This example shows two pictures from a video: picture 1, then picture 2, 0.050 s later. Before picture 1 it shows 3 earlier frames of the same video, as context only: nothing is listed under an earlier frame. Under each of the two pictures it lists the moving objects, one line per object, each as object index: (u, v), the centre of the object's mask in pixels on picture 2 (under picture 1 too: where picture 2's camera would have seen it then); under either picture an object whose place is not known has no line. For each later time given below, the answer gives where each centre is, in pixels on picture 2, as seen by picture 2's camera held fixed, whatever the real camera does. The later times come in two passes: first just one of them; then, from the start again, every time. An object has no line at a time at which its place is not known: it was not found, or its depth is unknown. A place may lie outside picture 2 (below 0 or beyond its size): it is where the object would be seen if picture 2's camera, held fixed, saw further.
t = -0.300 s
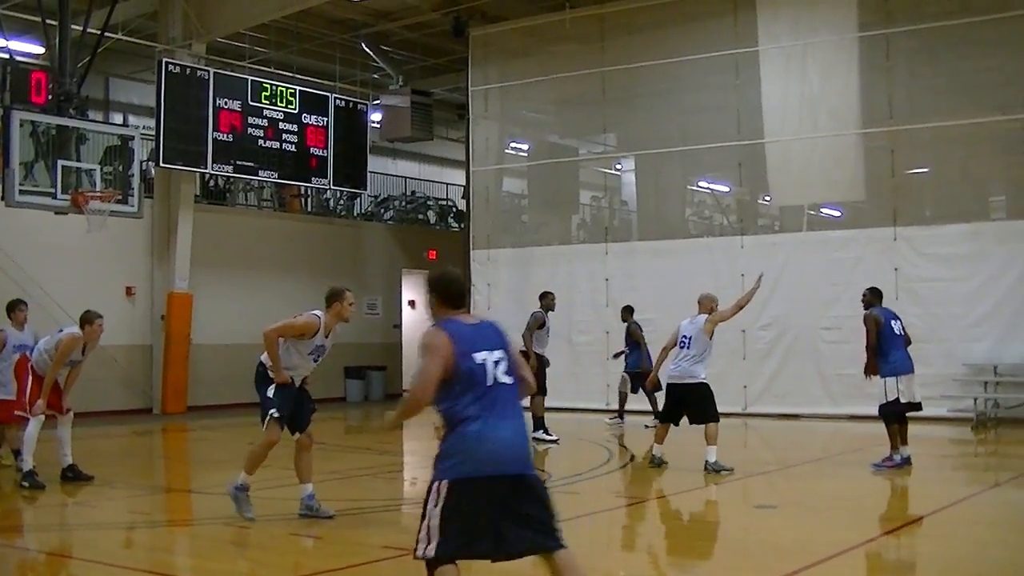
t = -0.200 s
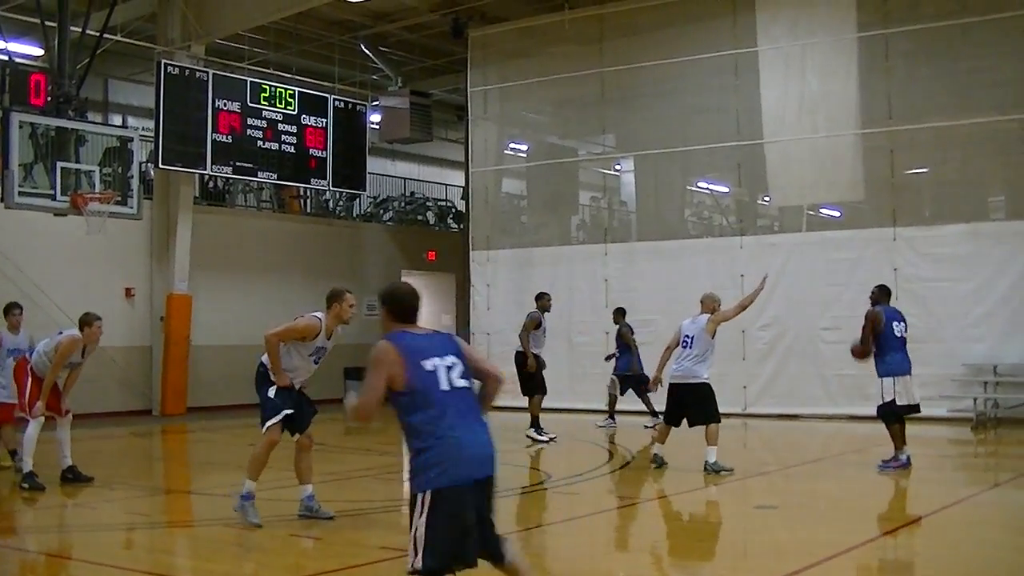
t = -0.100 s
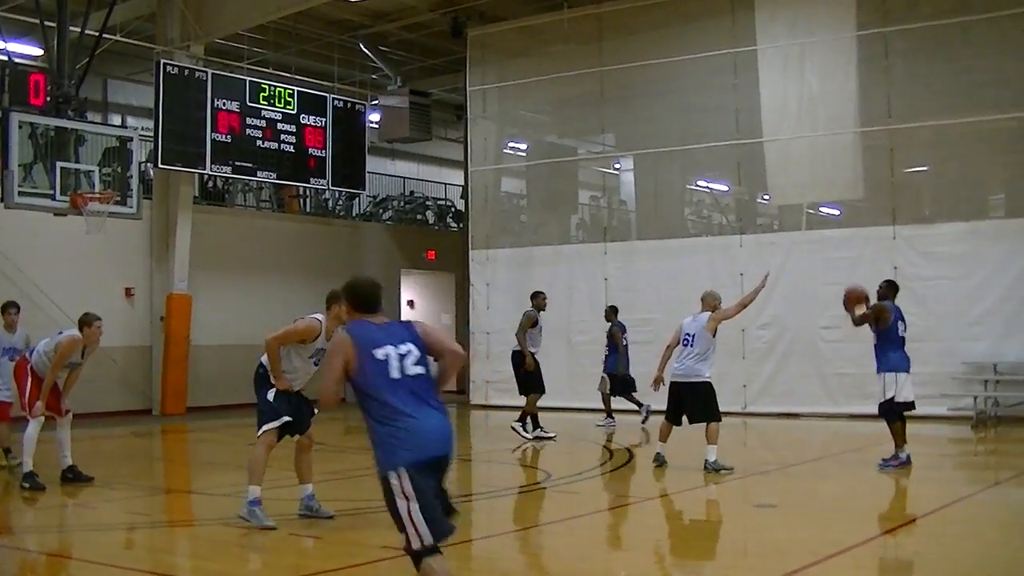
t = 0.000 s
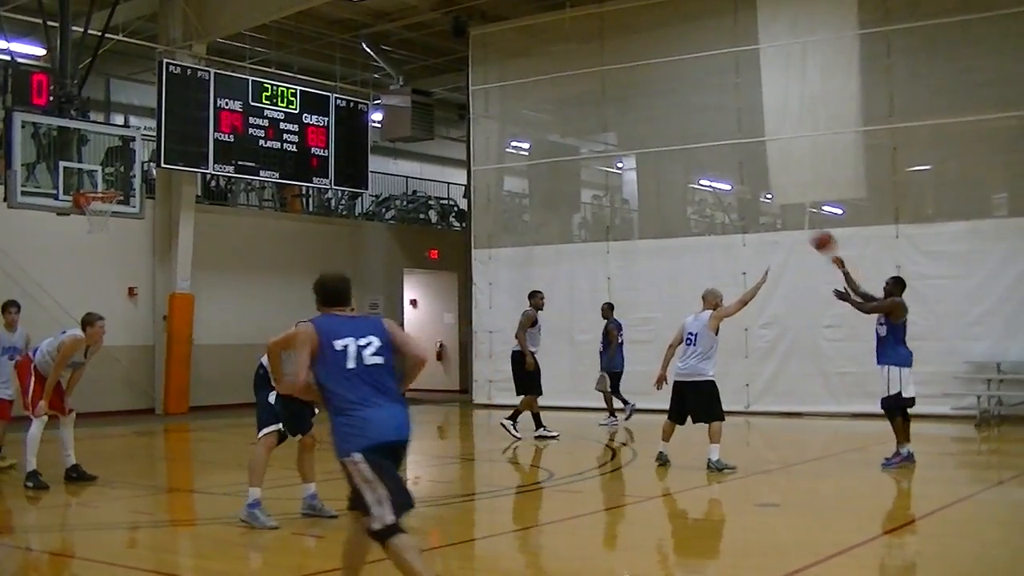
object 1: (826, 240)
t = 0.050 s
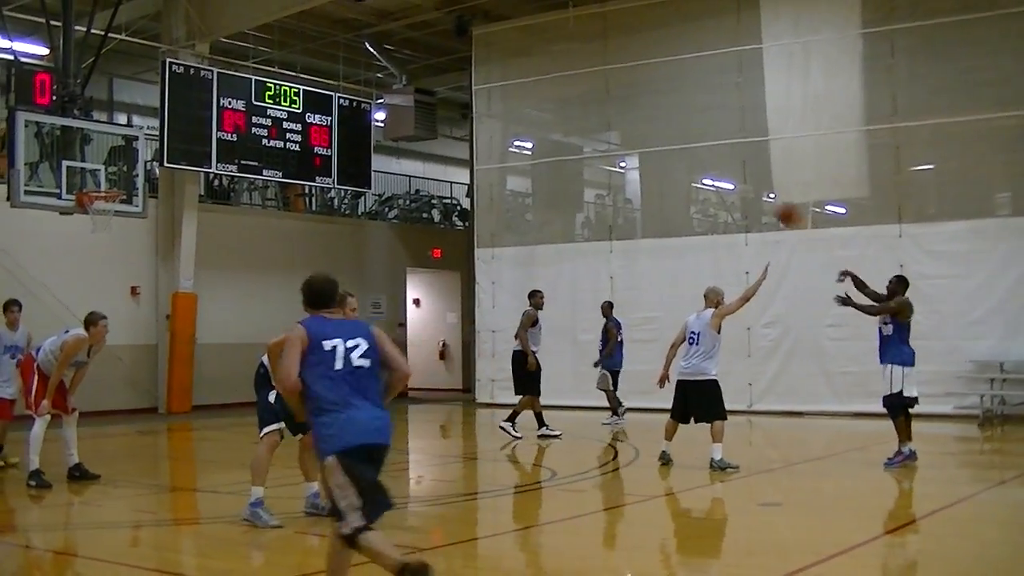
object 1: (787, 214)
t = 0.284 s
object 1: (591, 109)
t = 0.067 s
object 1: (775, 206)
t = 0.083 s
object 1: (760, 196)
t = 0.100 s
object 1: (747, 189)
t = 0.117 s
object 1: (734, 179)
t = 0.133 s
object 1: (720, 171)
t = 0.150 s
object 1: (705, 164)
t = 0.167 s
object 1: (692, 156)
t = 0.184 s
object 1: (677, 148)
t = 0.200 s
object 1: (664, 141)
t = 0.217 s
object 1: (650, 134)
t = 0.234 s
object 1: (635, 127)
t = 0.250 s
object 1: (621, 121)
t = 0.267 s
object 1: (607, 115)
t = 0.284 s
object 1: (591, 109)
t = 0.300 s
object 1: (577, 102)
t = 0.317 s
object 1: (562, 96)
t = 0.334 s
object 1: (547, 91)
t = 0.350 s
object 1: (533, 85)
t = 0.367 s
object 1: (517, 80)
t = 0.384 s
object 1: (502, 75)
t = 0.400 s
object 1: (486, 68)
